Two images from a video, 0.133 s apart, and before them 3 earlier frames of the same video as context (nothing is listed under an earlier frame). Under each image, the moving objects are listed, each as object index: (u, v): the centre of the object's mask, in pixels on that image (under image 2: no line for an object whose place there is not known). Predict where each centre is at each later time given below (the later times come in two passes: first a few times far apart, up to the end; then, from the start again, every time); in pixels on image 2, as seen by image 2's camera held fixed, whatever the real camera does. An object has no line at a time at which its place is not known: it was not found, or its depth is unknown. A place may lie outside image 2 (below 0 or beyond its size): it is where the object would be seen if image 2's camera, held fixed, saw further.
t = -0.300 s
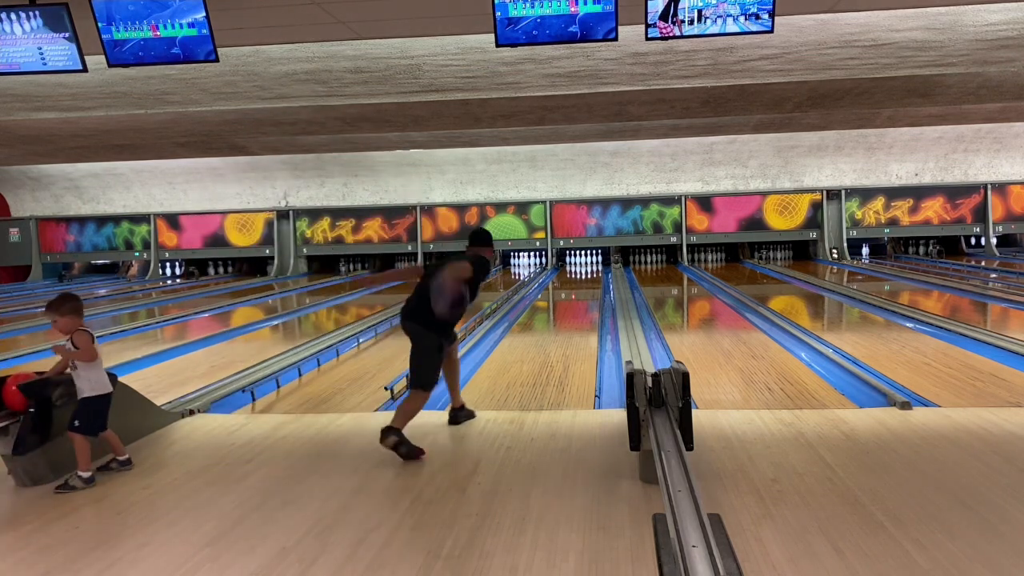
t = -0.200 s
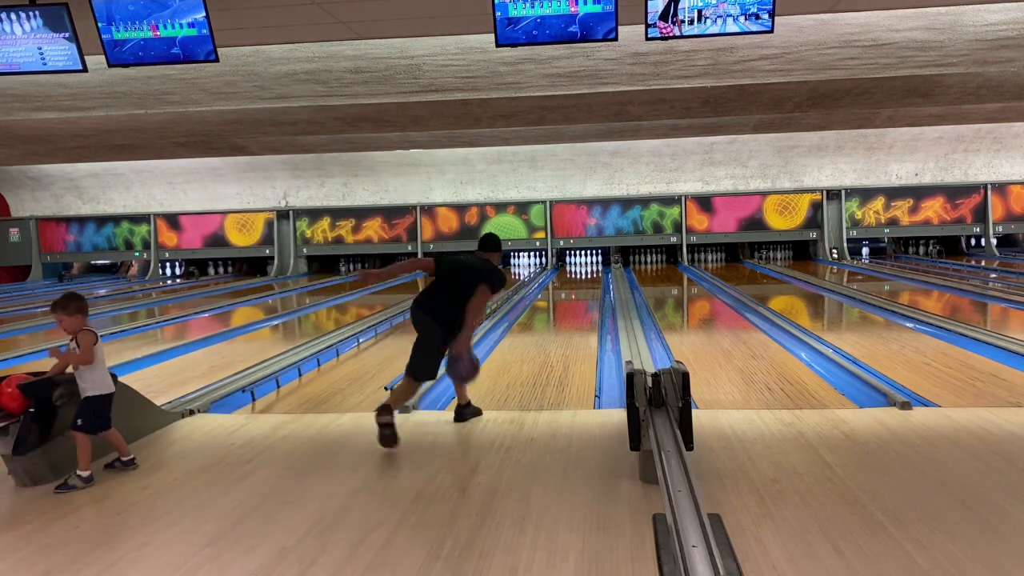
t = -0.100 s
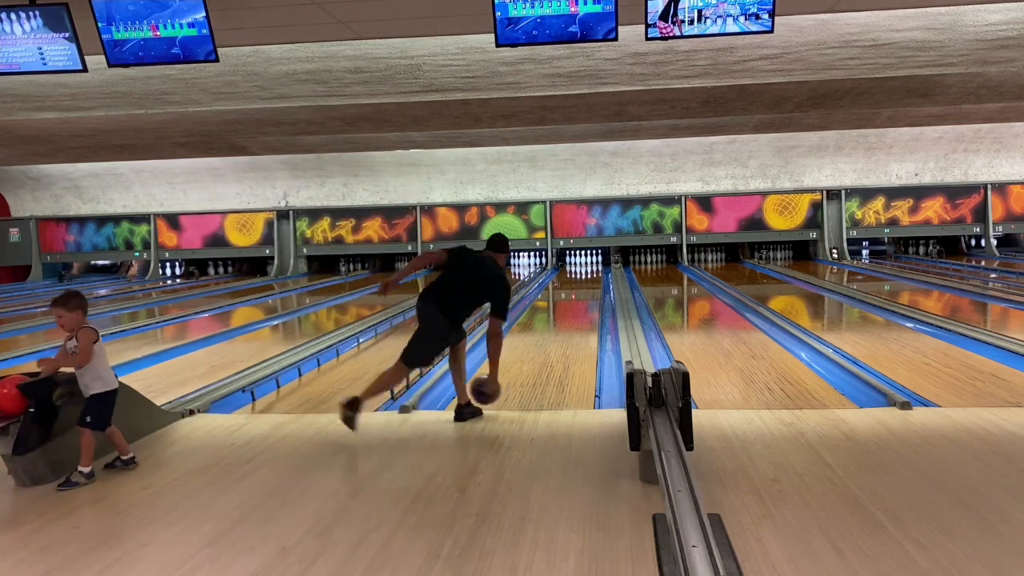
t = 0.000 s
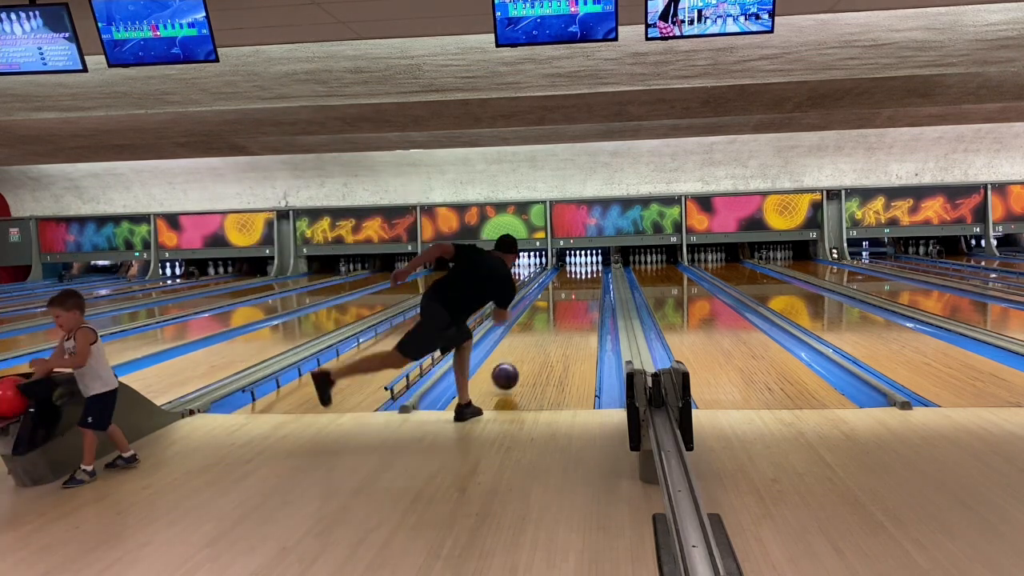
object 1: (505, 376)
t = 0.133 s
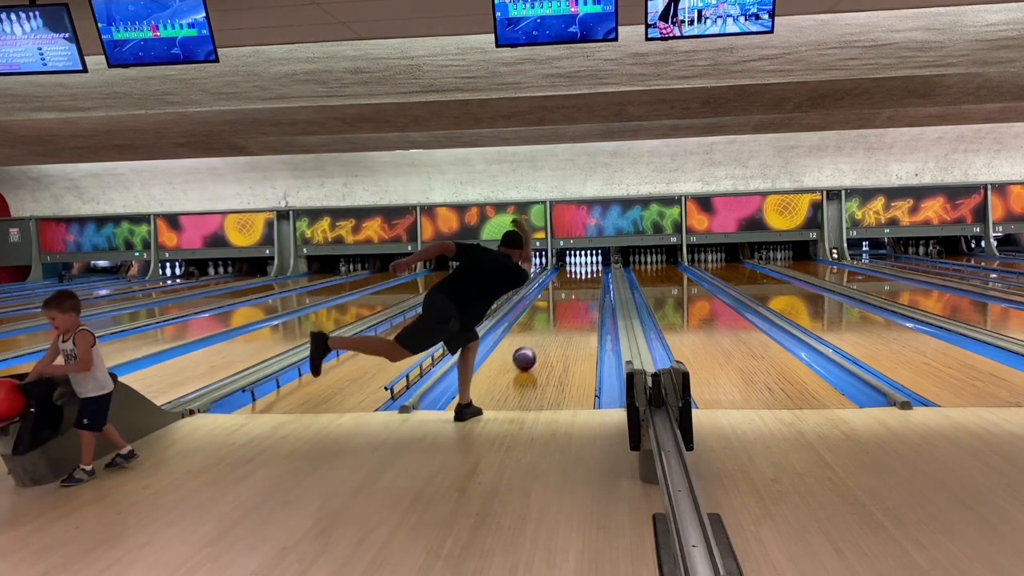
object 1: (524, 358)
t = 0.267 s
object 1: (539, 342)
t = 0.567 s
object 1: (561, 316)
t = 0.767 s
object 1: (570, 304)
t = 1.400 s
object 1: (587, 280)
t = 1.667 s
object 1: (590, 274)
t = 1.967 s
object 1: (590, 268)
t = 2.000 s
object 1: (591, 268)
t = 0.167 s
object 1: (528, 354)
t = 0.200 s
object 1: (532, 349)
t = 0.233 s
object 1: (535, 346)
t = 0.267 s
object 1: (539, 342)
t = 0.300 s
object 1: (542, 338)
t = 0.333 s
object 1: (545, 335)
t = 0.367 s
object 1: (547, 332)
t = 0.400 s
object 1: (550, 329)
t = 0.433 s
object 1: (554, 326)
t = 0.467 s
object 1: (555, 323)
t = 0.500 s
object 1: (557, 320)
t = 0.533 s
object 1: (559, 319)
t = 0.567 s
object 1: (561, 316)
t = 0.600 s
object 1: (563, 314)
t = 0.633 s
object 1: (565, 311)
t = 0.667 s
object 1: (566, 309)
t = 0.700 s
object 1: (568, 307)
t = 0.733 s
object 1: (569, 306)
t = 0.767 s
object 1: (570, 304)
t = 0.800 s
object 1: (571, 302)
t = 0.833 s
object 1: (572, 301)
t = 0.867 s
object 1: (573, 299)
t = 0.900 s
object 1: (575, 297)
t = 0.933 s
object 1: (576, 296)
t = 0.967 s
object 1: (577, 294)
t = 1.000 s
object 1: (578, 293)
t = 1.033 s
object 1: (579, 292)
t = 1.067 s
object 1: (580, 290)
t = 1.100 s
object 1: (581, 289)
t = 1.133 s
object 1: (582, 288)
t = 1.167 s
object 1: (582, 287)
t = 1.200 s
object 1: (583, 286)
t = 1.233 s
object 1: (583, 286)
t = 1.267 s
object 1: (584, 285)
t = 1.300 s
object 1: (585, 284)
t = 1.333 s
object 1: (585, 283)
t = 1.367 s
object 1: (586, 281)
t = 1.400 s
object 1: (587, 280)
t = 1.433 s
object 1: (587, 279)
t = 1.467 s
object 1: (588, 278)
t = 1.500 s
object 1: (588, 277)
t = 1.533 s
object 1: (588, 276)
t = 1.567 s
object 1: (589, 276)
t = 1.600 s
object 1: (589, 275)
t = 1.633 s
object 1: (590, 274)
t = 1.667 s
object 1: (590, 274)
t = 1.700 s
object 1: (590, 273)
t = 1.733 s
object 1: (590, 273)
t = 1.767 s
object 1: (591, 272)
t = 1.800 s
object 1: (590, 271)
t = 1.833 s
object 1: (590, 271)
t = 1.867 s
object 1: (591, 270)
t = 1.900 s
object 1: (591, 270)
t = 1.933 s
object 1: (590, 268)
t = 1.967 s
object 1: (590, 268)
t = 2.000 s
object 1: (591, 268)
